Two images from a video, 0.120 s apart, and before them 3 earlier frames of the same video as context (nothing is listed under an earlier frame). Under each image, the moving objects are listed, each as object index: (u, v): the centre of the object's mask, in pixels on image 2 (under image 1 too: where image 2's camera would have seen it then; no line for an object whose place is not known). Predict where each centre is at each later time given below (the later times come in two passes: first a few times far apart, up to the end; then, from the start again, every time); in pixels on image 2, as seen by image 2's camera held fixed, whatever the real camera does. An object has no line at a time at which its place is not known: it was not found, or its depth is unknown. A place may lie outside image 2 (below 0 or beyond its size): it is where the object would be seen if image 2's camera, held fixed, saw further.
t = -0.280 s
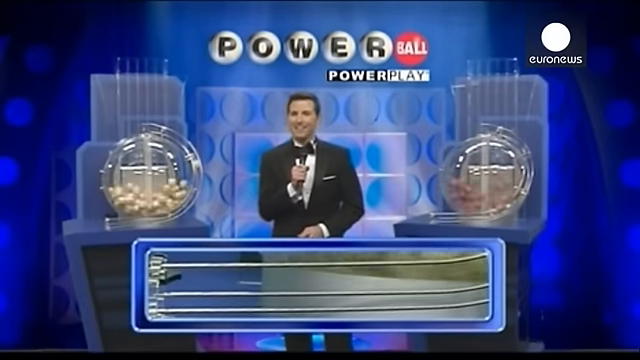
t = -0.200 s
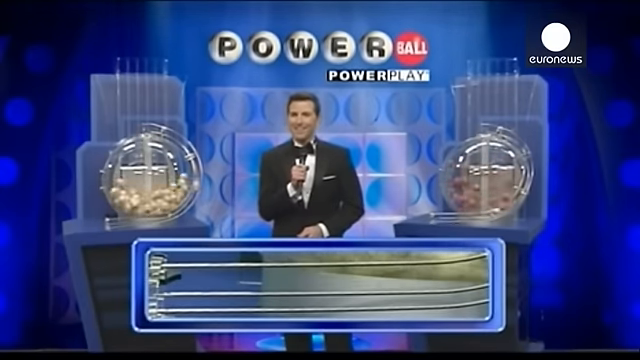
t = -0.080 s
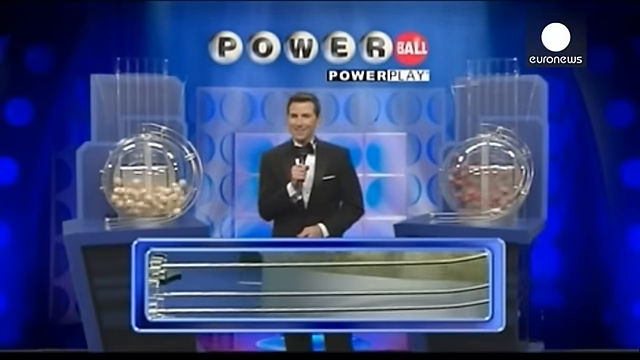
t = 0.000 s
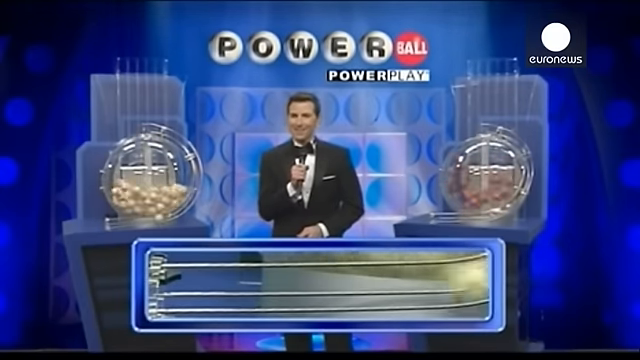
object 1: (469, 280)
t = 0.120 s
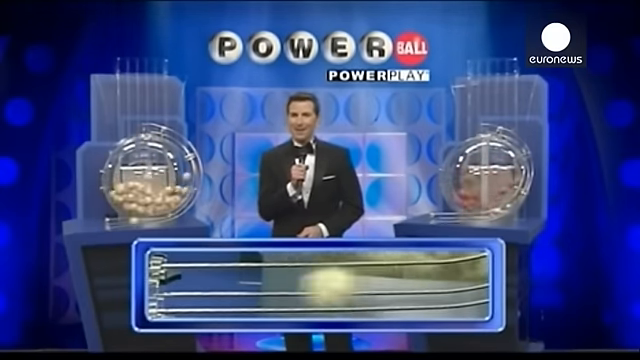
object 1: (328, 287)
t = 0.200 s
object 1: (245, 288)
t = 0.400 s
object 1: (204, 289)
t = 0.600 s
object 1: (201, 289)
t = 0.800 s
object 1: (191, 289)
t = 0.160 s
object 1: (288, 288)
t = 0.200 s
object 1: (245, 288)
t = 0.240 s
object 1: (205, 288)
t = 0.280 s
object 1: (181, 289)
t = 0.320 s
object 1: (194, 289)
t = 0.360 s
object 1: (200, 289)
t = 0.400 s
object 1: (204, 289)
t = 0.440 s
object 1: (204, 289)
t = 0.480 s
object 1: (204, 289)
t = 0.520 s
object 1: (203, 289)
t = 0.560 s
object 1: (202, 289)
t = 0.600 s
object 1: (201, 289)
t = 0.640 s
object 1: (199, 289)
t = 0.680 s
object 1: (198, 289)
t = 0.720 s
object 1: (196, 289)
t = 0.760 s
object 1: (193, 289)
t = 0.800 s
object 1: (191, 289)
